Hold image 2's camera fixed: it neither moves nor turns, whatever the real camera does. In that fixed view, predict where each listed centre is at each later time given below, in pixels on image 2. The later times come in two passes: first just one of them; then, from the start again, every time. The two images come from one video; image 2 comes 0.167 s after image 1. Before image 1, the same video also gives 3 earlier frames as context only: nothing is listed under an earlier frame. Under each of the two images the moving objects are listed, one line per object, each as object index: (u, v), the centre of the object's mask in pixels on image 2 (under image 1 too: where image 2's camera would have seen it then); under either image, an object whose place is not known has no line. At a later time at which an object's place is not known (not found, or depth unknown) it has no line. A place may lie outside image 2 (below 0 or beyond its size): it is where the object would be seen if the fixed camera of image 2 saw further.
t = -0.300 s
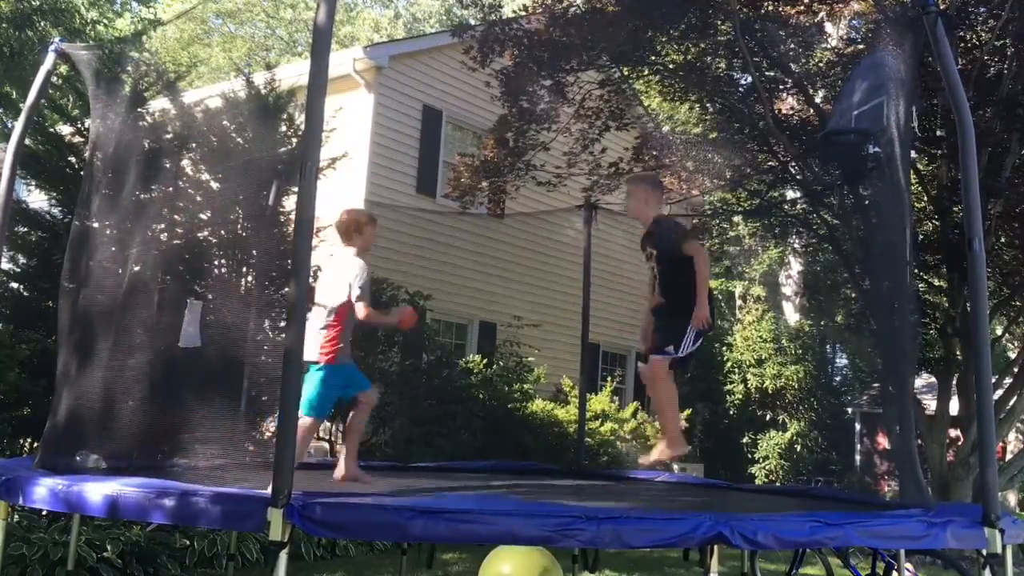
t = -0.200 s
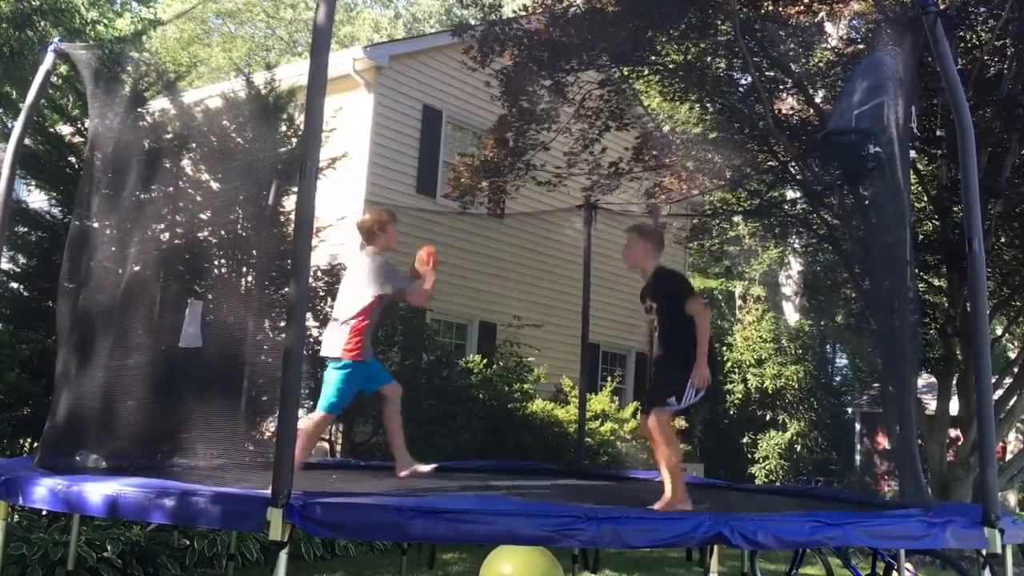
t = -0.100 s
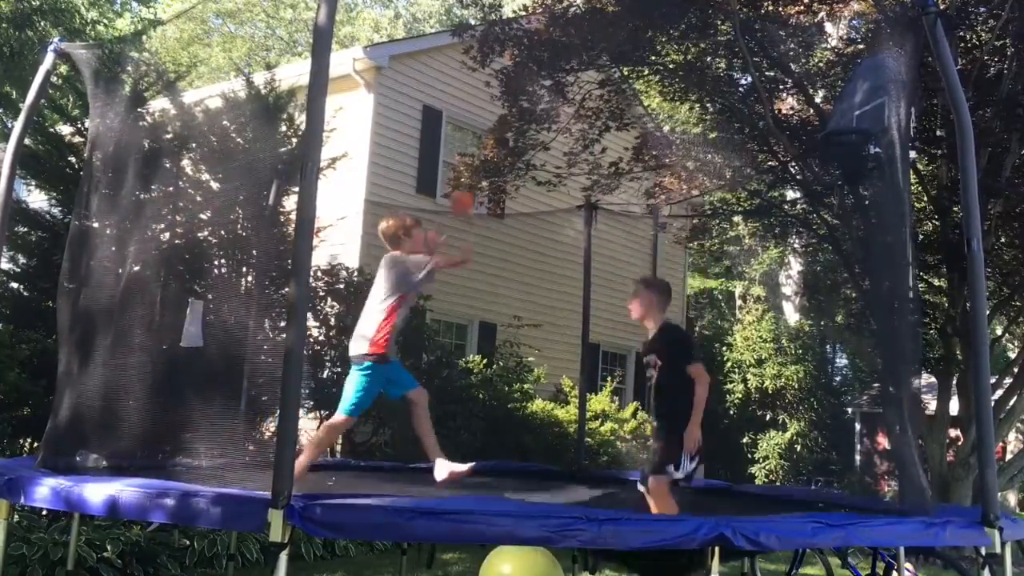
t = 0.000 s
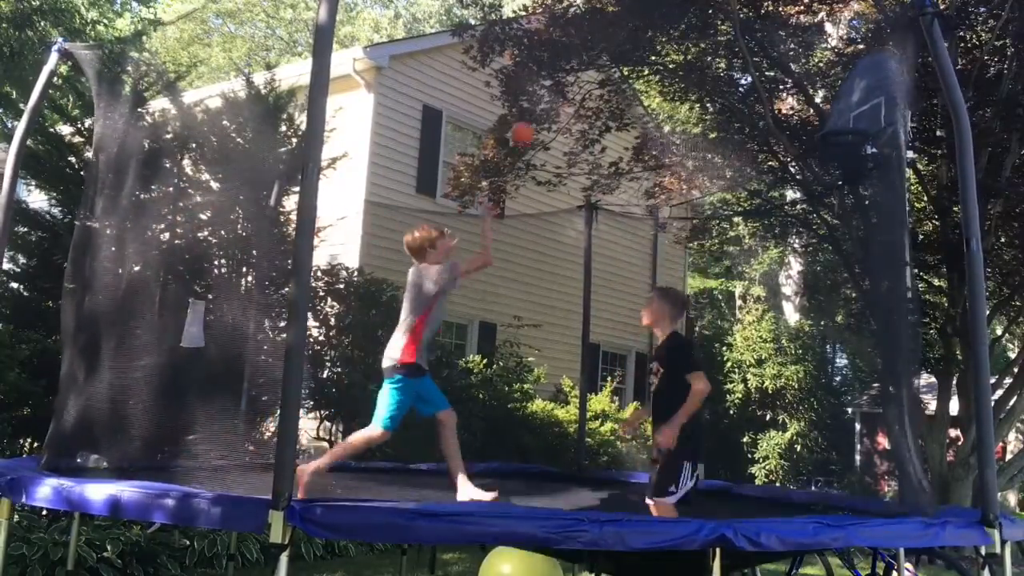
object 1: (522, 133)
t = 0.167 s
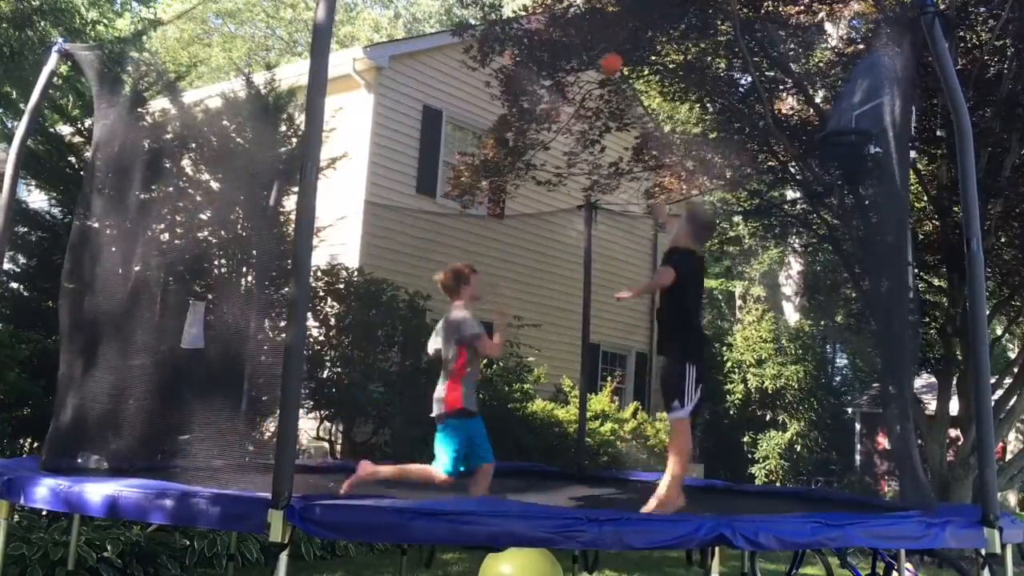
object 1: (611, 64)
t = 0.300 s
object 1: (675, 44)
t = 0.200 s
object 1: (627, 56)
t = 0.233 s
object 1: (643, 50)
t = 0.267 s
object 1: (659, 47)
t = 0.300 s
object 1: (675, 44)
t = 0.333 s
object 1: (691, 43)
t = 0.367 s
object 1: (705, 45)
